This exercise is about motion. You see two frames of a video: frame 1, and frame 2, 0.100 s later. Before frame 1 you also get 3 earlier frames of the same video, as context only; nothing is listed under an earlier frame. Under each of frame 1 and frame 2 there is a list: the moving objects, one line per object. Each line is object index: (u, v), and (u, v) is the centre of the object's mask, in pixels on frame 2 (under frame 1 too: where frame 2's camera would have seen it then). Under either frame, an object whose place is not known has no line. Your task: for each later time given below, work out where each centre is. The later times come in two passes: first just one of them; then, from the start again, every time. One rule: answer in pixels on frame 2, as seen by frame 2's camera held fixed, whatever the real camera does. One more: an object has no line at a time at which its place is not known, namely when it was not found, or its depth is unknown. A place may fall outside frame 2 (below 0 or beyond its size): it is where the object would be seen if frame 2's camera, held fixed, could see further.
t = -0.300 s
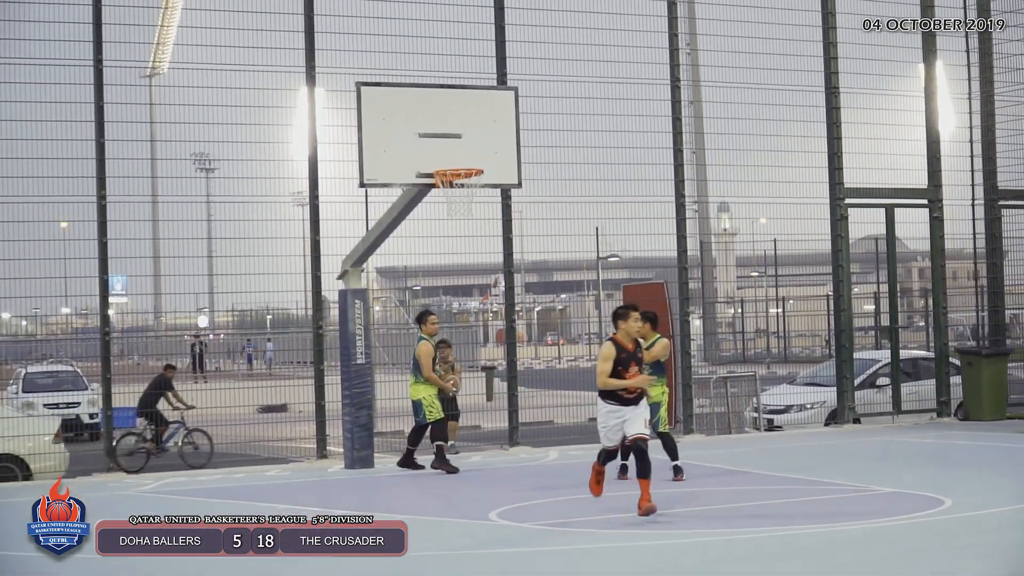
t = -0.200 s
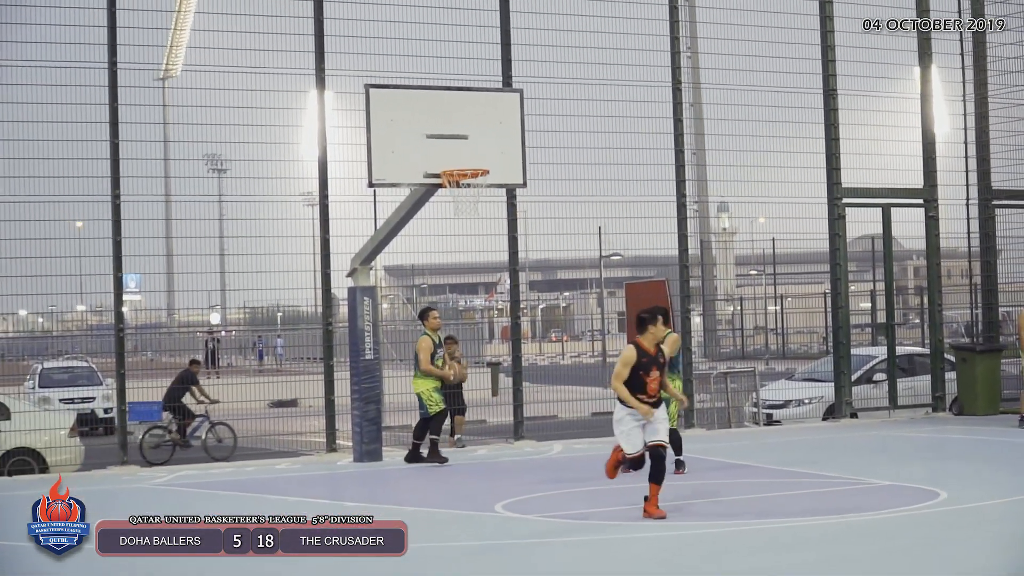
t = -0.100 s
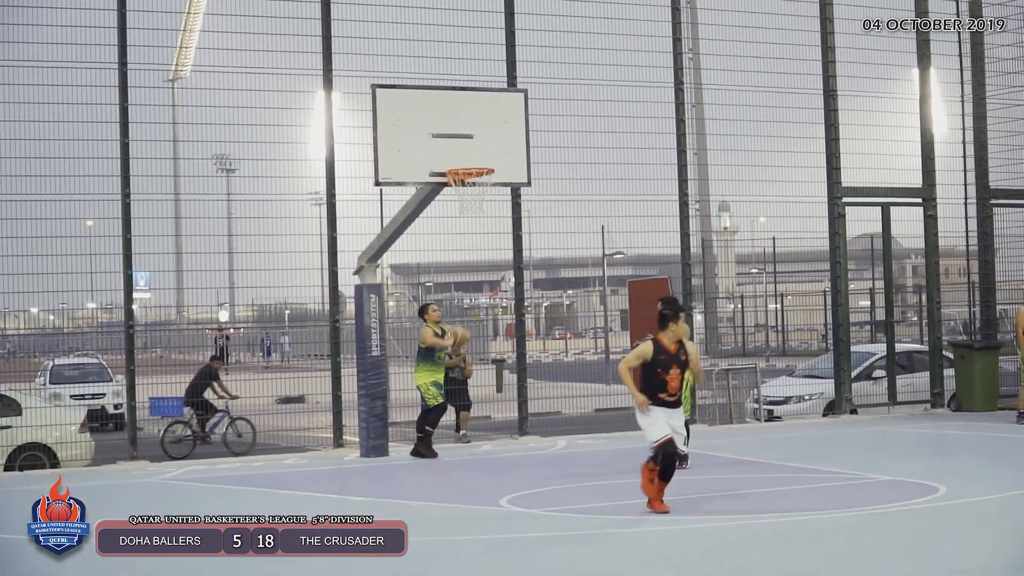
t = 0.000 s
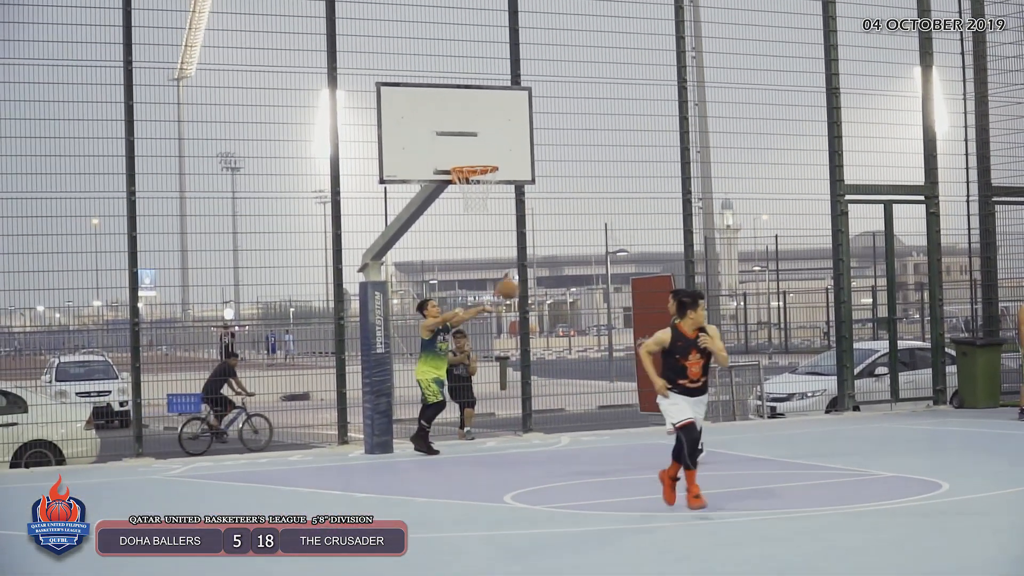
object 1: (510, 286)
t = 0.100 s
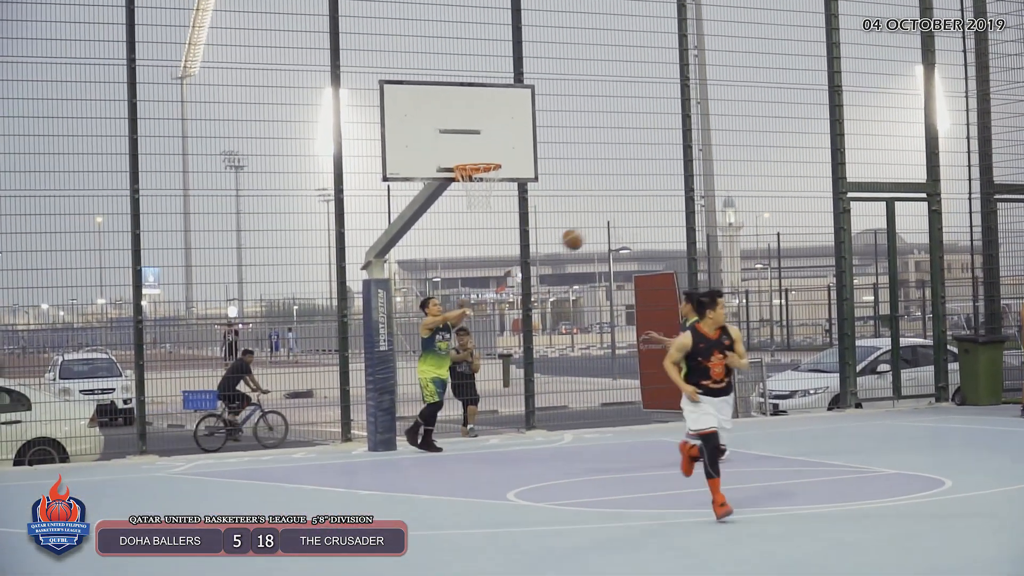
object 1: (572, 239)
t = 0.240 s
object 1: (666, 185)
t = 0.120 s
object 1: (586, 231)
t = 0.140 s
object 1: (599, 222)
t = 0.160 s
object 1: (612, 214)
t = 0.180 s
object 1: (625, 207)
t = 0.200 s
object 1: (639, 199)
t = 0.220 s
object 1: (652, 192)
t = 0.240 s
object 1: (666, 185)
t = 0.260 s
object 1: (681, 178)
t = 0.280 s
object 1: (694, 172)
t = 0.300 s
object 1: (708, 166)
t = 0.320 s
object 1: (723, 160)
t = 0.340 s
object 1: (737, 155)
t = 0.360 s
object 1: (753, 150)
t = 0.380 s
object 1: (767, 146)
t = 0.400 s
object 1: (782, 142)
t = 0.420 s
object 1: (798, 137)
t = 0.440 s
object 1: (813, 134)
